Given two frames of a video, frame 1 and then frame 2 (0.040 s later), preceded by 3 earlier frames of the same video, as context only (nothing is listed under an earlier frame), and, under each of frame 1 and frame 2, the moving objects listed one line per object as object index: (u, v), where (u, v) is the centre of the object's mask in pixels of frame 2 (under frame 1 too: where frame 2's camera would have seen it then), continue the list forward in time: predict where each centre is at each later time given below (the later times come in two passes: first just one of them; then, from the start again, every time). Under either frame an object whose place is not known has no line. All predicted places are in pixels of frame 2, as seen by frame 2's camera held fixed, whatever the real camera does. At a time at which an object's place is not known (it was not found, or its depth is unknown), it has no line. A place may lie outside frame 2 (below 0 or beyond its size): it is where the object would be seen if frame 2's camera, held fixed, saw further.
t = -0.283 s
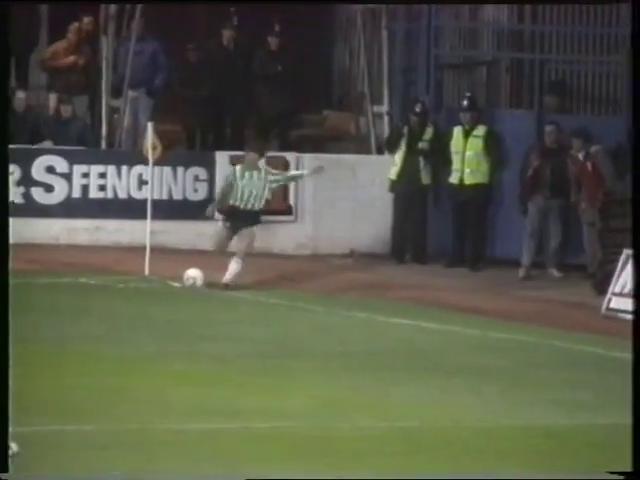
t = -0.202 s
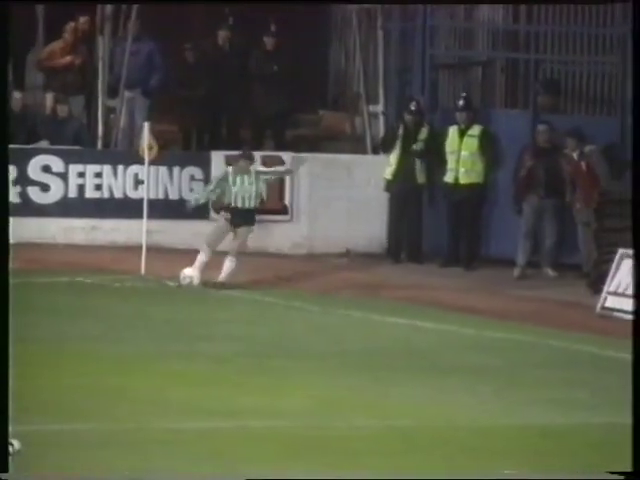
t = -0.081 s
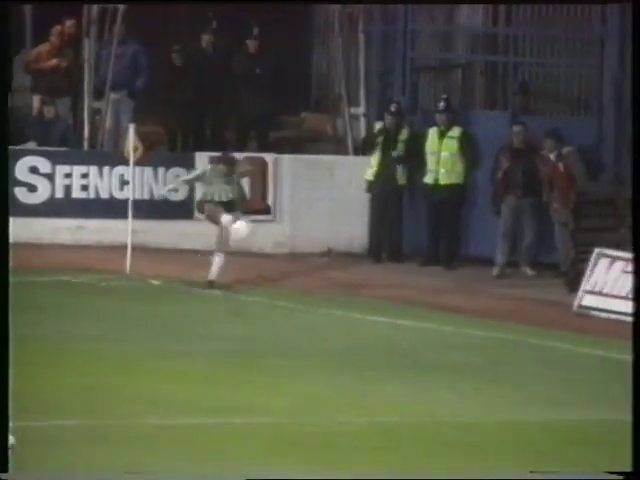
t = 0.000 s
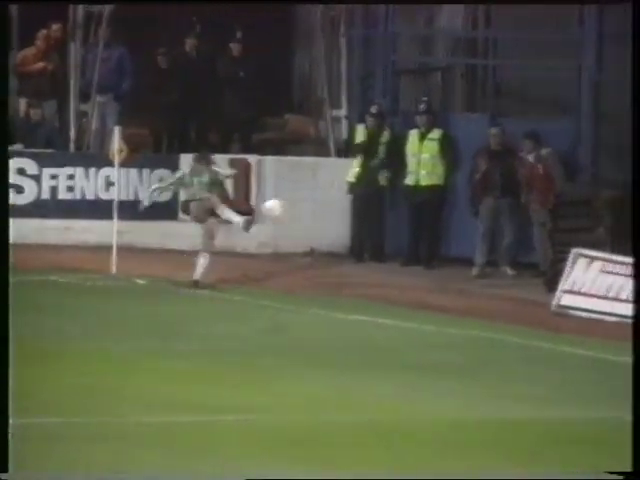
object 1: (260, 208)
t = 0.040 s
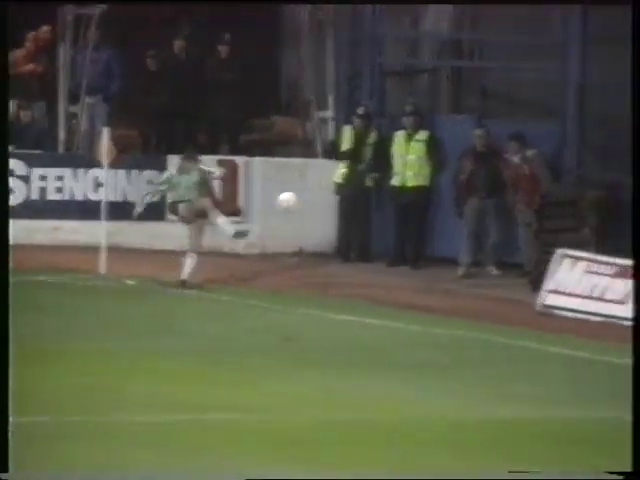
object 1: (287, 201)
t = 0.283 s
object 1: (465, 191)
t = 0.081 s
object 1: (313, 195)
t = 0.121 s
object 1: (343, 191)
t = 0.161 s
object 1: (371, 189)
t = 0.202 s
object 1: (401, 188)
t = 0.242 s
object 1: (432, 189)
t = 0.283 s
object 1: (465, 191)
